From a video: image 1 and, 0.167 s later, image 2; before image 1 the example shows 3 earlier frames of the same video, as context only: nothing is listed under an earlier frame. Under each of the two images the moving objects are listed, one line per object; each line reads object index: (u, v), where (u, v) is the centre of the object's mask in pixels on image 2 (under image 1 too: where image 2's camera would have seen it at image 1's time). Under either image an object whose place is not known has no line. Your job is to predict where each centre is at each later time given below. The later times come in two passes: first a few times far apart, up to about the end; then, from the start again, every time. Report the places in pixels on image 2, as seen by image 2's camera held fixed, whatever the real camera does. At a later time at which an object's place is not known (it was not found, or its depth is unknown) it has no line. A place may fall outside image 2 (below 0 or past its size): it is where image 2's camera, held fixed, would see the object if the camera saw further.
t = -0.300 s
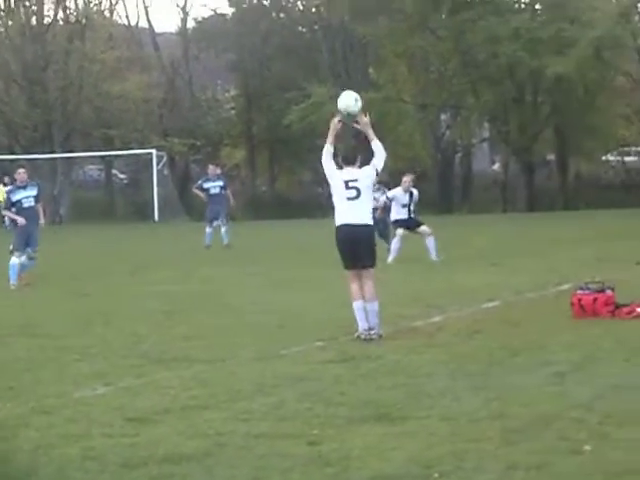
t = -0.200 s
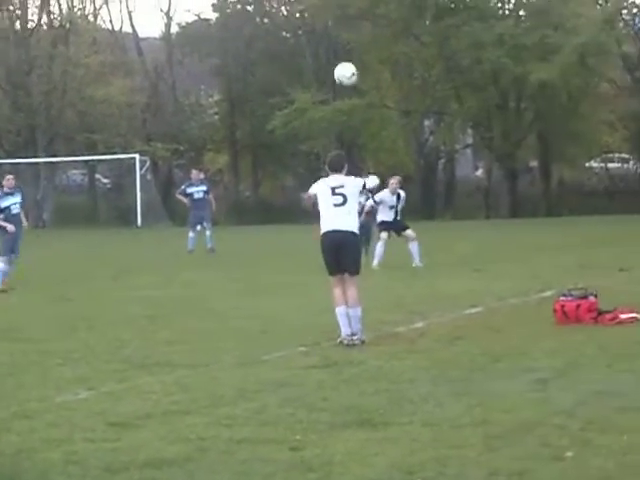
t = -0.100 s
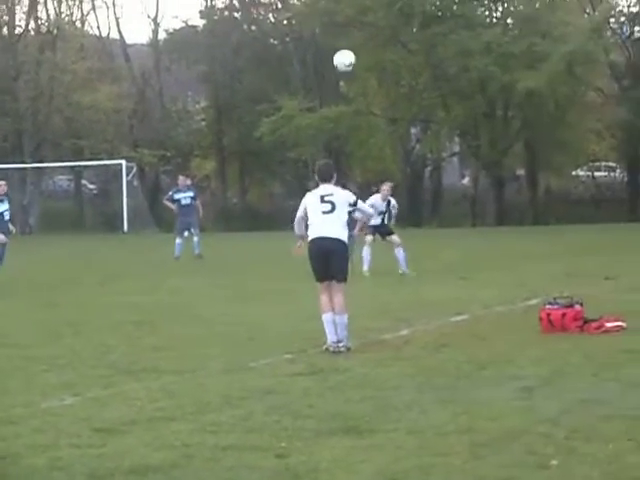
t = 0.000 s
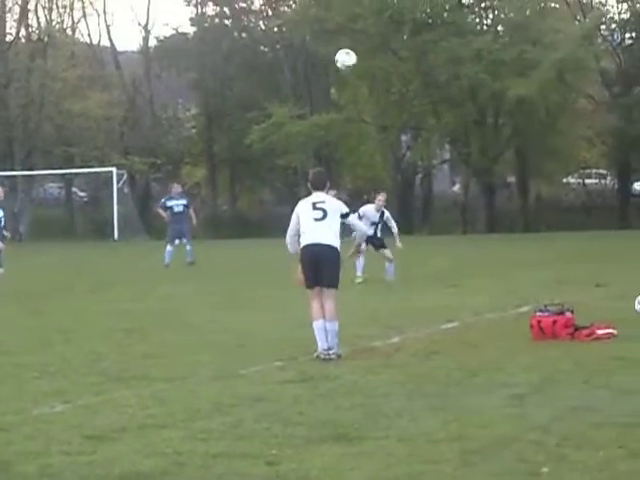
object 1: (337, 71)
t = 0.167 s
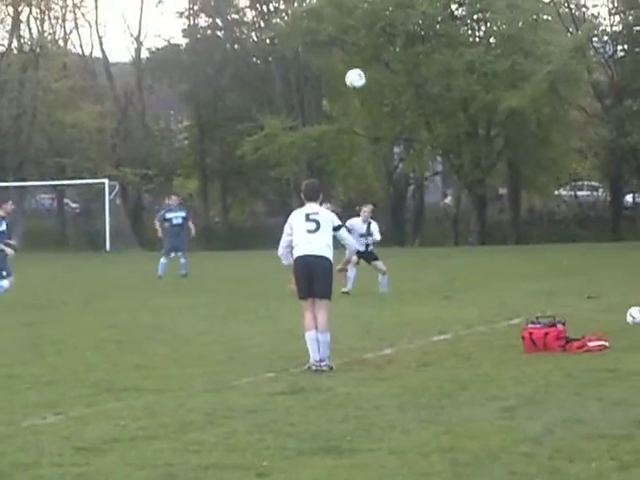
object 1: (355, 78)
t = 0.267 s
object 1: (366, 94)
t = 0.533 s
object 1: (389, 169)
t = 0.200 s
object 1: (359, 83)
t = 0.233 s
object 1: (362, 88)
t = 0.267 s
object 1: (366, 94)
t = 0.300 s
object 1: (370, 101)
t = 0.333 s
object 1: (373, 108)
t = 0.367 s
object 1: (376, 117)
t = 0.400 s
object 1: (379, 127)
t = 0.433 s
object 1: (381, 136)
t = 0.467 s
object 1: (384, 146)
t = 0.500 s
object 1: (387, 158)
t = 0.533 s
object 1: (389, 169)
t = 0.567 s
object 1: (391, 180)
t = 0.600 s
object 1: (393, 193)
